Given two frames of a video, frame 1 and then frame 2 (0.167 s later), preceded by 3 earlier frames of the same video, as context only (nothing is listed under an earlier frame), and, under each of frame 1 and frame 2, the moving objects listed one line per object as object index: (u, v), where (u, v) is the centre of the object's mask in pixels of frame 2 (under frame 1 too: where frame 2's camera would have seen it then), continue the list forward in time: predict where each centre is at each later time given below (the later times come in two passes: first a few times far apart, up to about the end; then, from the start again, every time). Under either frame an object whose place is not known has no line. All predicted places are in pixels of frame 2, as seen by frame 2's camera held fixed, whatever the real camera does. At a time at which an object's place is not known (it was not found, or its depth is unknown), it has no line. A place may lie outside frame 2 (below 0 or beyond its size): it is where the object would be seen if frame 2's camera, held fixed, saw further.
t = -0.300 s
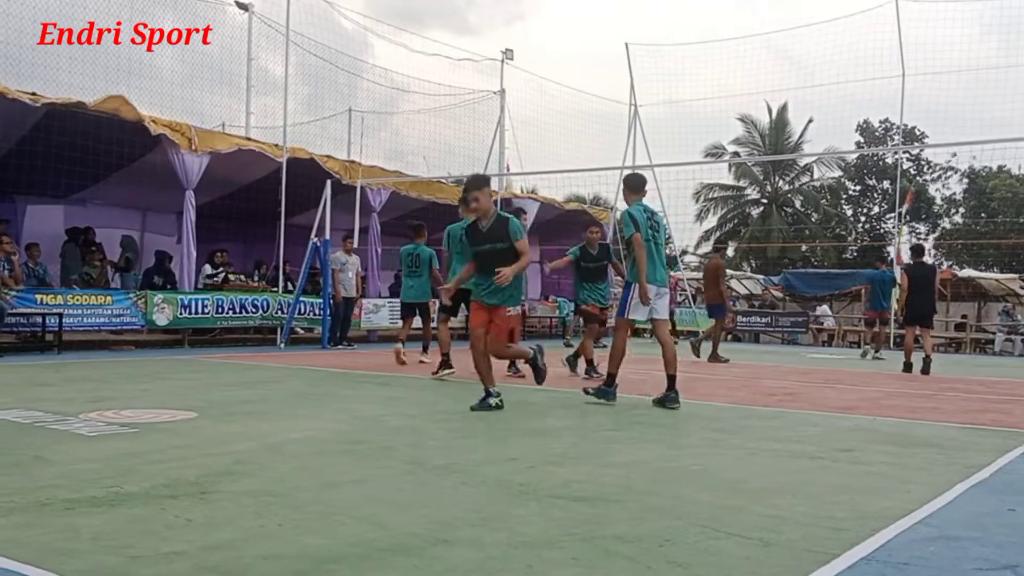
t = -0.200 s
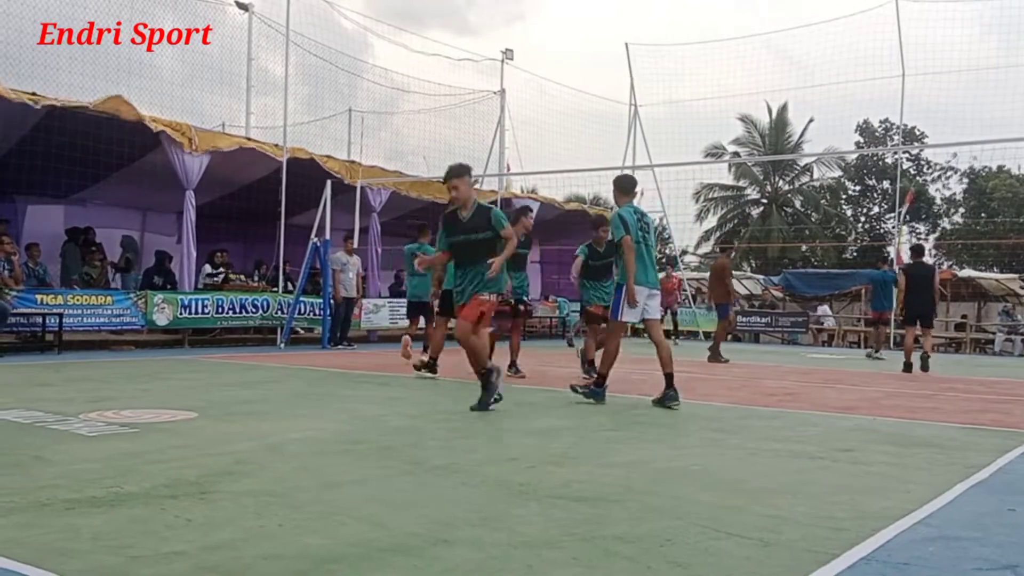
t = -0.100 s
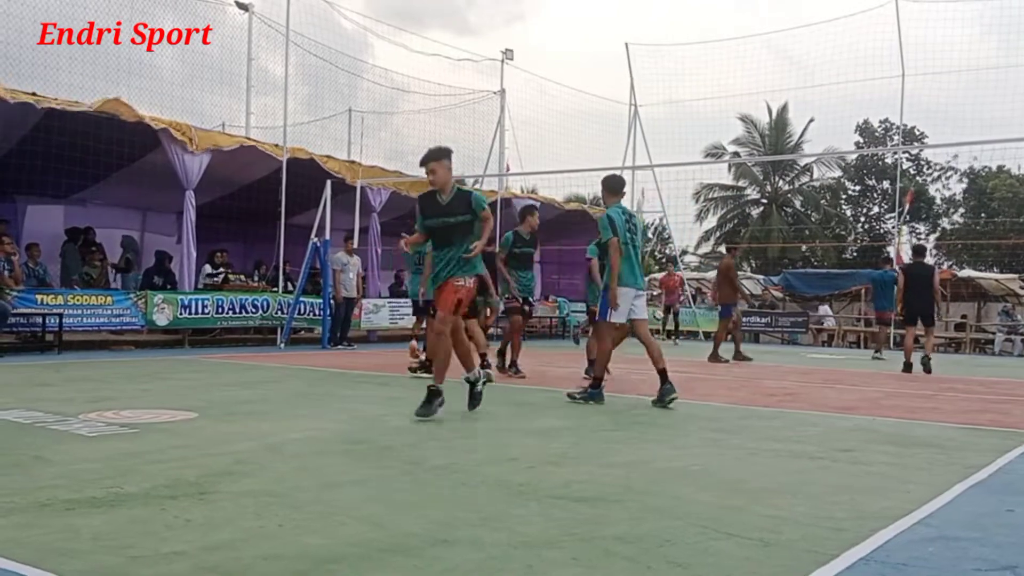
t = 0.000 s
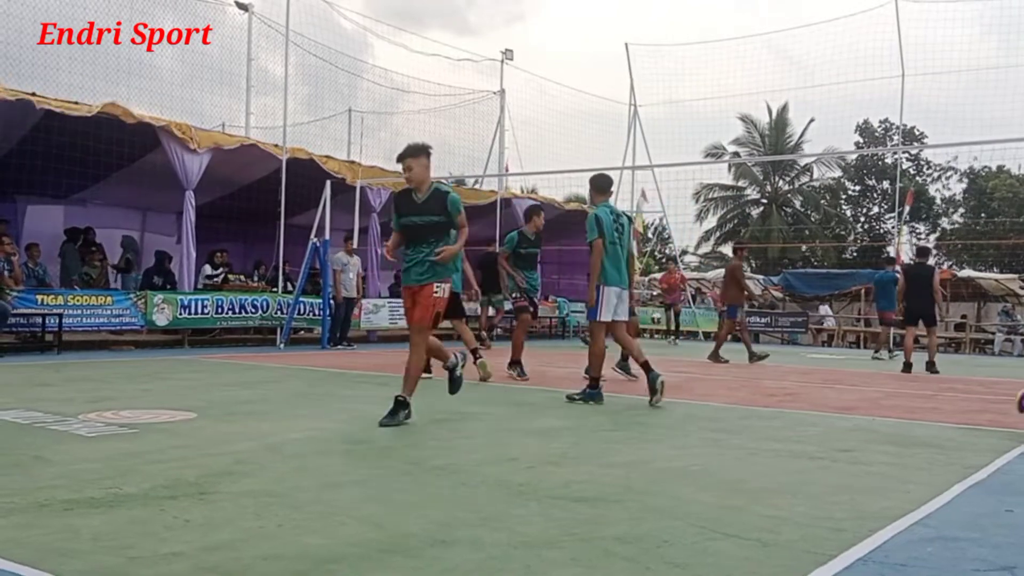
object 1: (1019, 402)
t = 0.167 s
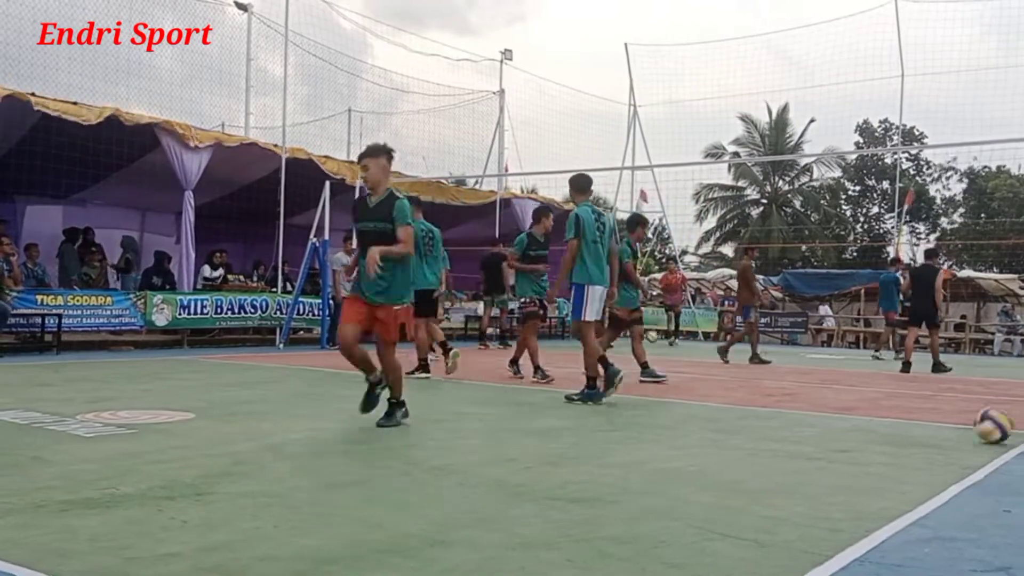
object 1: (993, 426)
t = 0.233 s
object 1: (977, 419)
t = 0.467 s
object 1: (915, 430)
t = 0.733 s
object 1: (828, 437)
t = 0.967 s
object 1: (738, 447)
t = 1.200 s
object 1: (630, 462)
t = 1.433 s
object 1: (499, 486)
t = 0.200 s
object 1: (986, 423)
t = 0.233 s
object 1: (977, 419)
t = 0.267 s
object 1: (969, 417)
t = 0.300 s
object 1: (960, 416)
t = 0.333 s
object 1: (952, 418)
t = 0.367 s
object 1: (943, 422)
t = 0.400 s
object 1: (934, 428)
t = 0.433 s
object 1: (924, 434)
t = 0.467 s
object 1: (915, 430)
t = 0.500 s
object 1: (904, 427)
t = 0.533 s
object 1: (895, 427)
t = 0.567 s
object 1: (885, 429)
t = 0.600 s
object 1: (874, 433)
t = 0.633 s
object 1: (862, 439)
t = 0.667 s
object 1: (851, 443)
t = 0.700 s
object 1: (840, 438)
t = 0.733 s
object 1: (828, 437)
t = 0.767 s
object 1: (816, 438)
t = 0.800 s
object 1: (804, 440)
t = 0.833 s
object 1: (791, 445)
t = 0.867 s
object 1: (778, 452)
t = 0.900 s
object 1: (765, 448)
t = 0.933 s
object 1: (751, 446)
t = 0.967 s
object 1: (738, 447)
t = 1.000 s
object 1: (723, 450)
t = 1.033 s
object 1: (709, 456)
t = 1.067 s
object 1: (693, 464)
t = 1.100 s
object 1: (678, 459)
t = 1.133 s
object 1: (662, 457)
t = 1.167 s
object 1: (647, 458)
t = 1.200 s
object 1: (630, 462)
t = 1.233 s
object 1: (613, 468)
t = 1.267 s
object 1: (595, 474)
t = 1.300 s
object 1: (577, 470)
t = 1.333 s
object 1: (559, 469)
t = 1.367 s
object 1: (540, 471)
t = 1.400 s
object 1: (520, 477)
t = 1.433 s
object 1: (499, 486)
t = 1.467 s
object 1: (479, 485)
